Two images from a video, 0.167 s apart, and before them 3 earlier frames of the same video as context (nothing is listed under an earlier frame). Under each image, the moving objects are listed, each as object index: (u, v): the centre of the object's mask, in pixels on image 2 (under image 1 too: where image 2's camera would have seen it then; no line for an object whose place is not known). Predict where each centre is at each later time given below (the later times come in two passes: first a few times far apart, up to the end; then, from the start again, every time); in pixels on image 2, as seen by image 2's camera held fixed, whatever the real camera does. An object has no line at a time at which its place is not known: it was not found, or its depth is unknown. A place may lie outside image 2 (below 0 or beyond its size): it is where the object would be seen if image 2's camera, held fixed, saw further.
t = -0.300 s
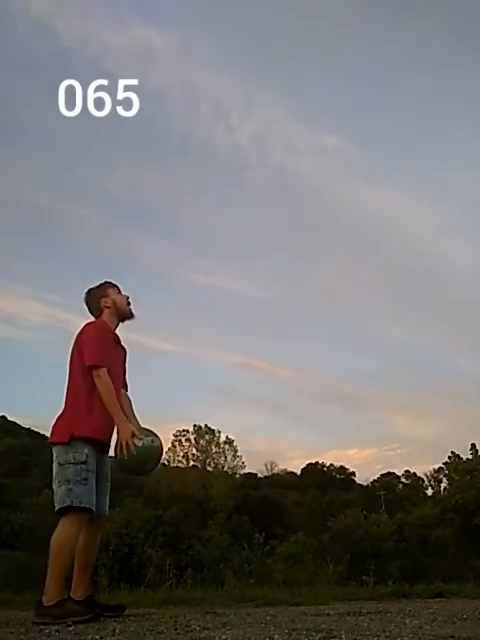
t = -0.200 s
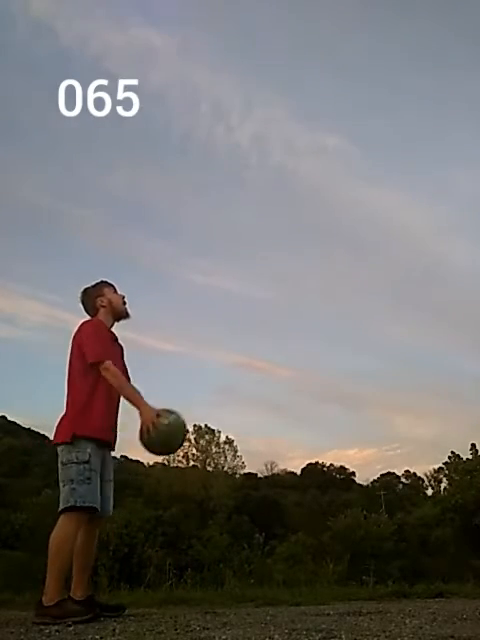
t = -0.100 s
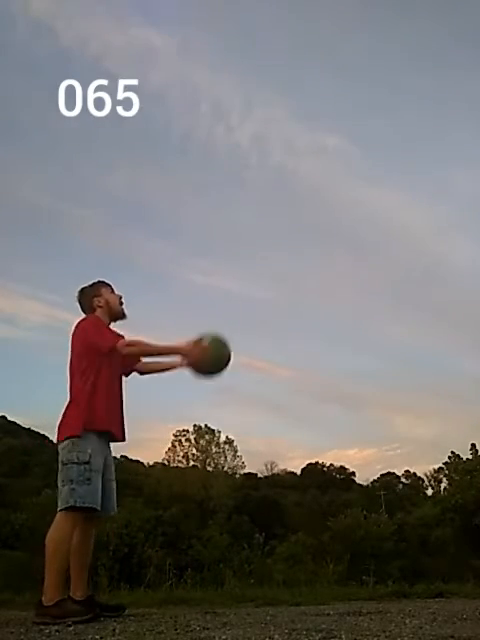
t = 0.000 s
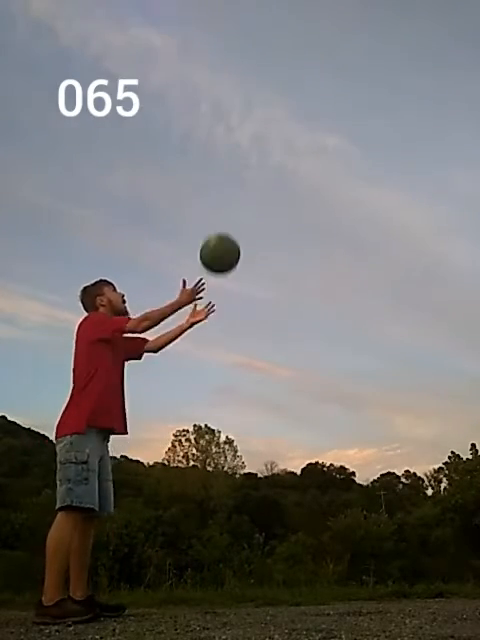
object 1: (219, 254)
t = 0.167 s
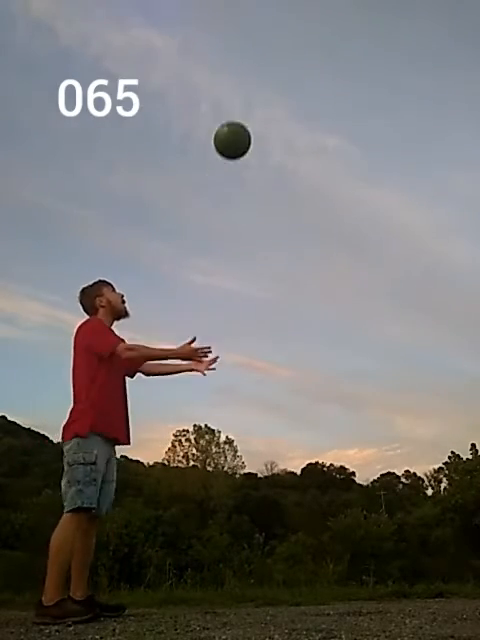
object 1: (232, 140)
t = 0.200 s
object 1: (234, 124)
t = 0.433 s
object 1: (253, 53)
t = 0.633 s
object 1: (270, 39)
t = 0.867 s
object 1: (295, 70)
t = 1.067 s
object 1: (325, 148)
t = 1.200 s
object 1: (351, 239)
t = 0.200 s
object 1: (234, 124)
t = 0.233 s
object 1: (237, 109)
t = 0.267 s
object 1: (239, 97)
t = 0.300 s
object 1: (242, 85)
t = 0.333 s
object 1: (245, 75)
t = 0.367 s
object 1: (247, 67)
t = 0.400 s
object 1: (250, 59)
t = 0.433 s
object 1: (253, 53)
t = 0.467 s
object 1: (256, 48)
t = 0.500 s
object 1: (258, 44)
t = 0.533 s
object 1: (261, 41)
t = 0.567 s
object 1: (264, 39)
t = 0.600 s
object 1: (267, 38)
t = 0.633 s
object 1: (270, 39)
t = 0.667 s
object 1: (274, 40)
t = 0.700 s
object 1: (277, 42)
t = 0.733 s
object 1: (280, 45)
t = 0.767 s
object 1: (284, 50)
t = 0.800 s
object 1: (288, 55)
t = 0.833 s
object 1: (291, 62)
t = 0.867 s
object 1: (295, 70)
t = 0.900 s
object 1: (300, 79)
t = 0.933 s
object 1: (304, 90)
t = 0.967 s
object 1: (309, 102)
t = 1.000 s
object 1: (314, 115)
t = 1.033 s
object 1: (319, 131)
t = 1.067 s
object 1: (325, 148)
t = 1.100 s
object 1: (331, 167)
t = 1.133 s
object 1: (337, 189)
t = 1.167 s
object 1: (344, 213)
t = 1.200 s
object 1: (351, 239)
